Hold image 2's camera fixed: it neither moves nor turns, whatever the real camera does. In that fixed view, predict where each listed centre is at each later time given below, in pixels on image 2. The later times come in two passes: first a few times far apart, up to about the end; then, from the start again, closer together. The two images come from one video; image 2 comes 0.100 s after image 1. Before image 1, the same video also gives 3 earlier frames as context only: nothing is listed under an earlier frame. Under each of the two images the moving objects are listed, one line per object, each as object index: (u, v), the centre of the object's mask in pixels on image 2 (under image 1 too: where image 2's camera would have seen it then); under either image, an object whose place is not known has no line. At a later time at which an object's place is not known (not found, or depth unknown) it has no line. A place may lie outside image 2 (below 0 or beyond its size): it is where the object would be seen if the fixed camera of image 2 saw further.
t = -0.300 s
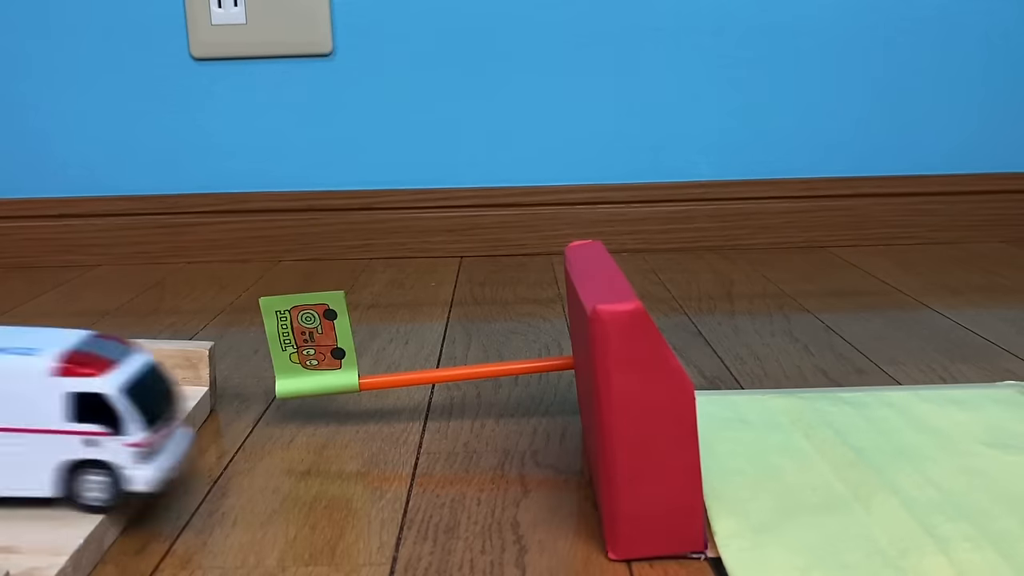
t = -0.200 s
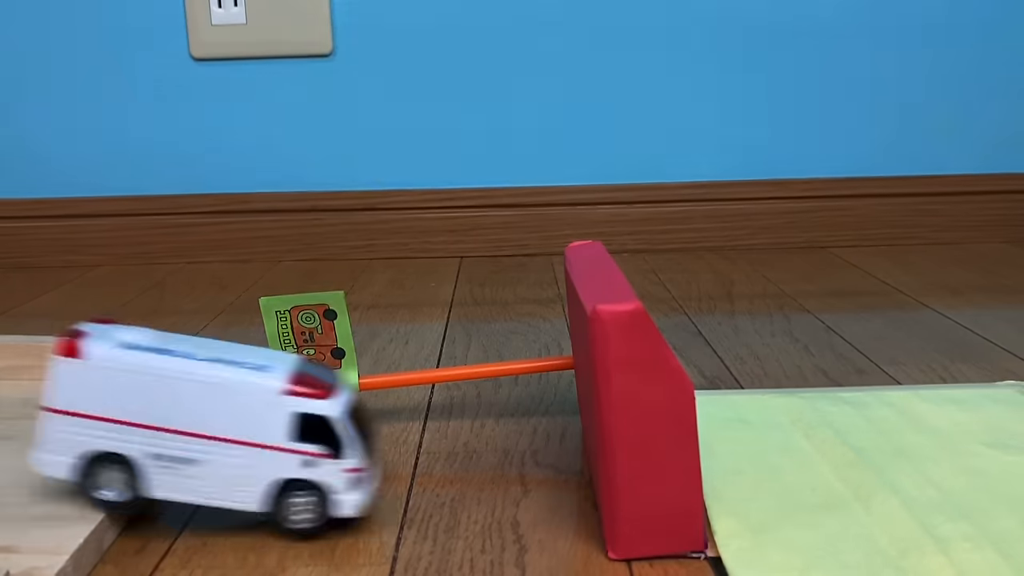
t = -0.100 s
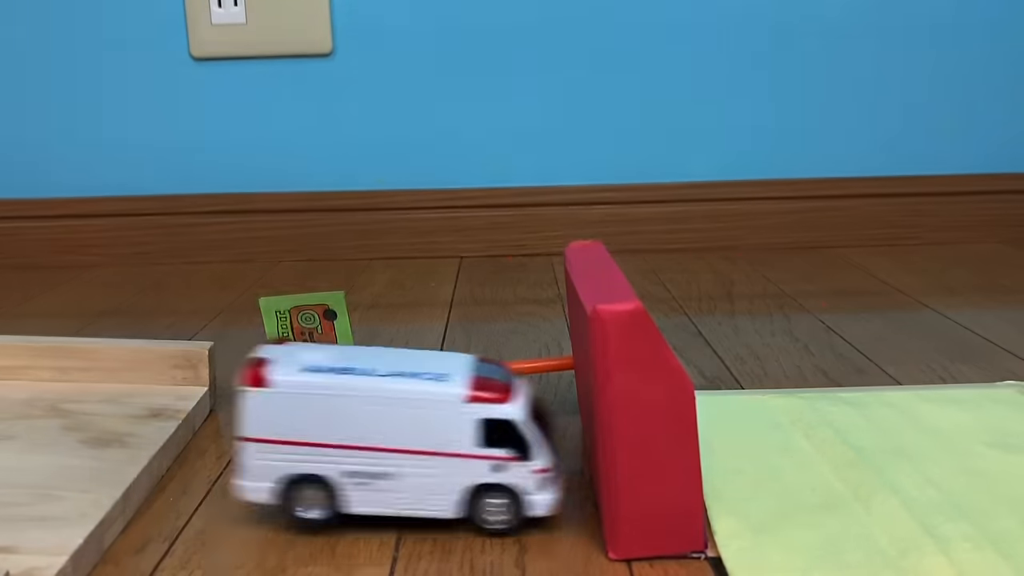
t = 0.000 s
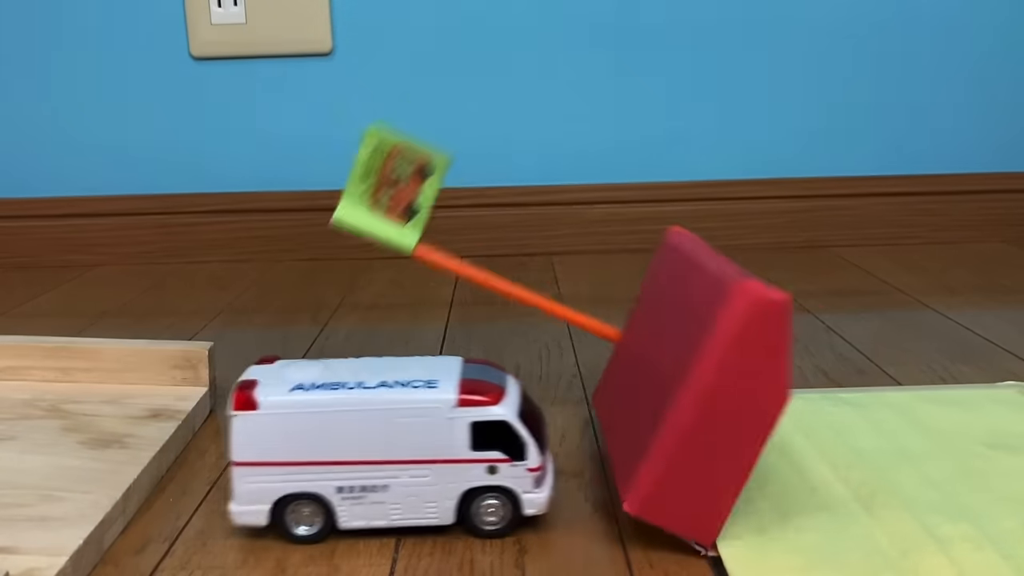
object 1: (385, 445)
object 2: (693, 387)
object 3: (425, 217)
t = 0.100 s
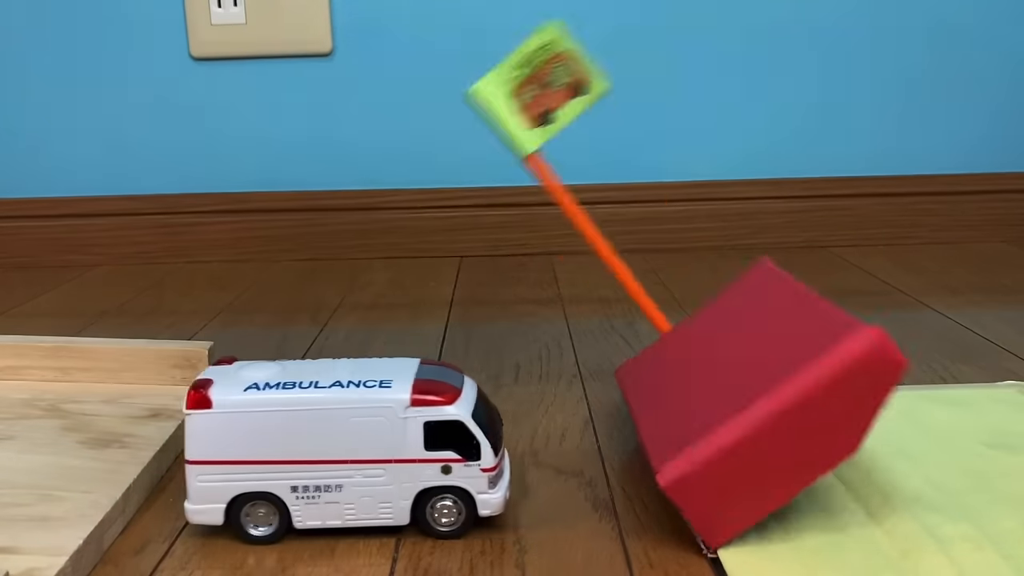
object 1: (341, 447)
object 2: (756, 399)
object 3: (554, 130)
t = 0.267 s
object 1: (357, 446)
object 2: (800, 448)
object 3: (759, 122)
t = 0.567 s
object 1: (381, 446)
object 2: (796, 439)
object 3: (725, 110)
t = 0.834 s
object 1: (381, 446)
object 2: (796, 437)
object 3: (717, 107)
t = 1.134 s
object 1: (381, 446)
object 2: (798, 441)
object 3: (730, 109)
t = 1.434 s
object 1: (381, 446)
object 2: (797, 440)
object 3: (726, 110)
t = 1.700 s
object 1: (381, 446)
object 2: (798, 441)
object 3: (728, 111)
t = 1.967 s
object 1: (381, 446)
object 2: (798, 441)
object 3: (729, 111)
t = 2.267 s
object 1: (381, 446)
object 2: (798, 441)
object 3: (729, 111)
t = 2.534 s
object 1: (381, 446)
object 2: (798, 441)
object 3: (728, 112)
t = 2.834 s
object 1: (381, 446)
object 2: (798, 441)
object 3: (729, 112)
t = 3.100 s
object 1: (381, 446)
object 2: (798, 441)
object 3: (729, 111)
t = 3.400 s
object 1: (381, 446)
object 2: (798, 441)
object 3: (729, 112)
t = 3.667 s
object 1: (381, 446)
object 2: (798, 441)
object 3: (729, 112)
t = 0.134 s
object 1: (339, 446)
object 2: (775, 410)
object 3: (608, 115)
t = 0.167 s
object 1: (341, 446)
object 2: (790, 427)
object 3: (669, 107)
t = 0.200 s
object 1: (346, 447)
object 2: (800, 446)
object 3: (733, 115)
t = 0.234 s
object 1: (352, 446)
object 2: (803, 454)
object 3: (777, 123)
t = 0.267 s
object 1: (357, 446)
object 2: (800, 448)
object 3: (759, 122)
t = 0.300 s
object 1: (362, 446)
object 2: (794, 435)
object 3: (716, 110)
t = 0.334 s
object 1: (367, 446)
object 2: (789, 427)
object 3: (683, 105)
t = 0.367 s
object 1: (371, 446)
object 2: (788, 424)
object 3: (669, 106)
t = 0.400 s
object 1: (373, 446)
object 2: (790, 427)
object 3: (677, 106)
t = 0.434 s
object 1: (376, 446)
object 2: (794, 435)
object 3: (701, 106)
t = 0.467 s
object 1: (377, 446)
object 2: (799, 444)
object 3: (733, 110)
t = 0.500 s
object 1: (379, 446)
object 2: (801, 447)
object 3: (752, 115)
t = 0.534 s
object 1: (380, 446)
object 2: (799, 445)
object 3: (746, 115)
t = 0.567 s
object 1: (381, 446)
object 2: (796, 439)
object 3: (725, 110)
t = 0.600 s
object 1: (381, 446)
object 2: (794, 434)
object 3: (707, 108)
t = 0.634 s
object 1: (381, 446)
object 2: (794, 434)
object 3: (702, 107)
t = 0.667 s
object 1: (381, 446)
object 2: (796, 437)
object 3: (712, 107)
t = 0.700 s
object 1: (381, 446)
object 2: (798, 442)
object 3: (729, 109)
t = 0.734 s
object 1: (381, 446)
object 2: (799, 444)
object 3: (740, 113)
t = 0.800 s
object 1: (381, 446)
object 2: (797, 440)
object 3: (726, 110)
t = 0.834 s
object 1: (381, 446)
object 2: (796, 437)
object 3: (717, 107)
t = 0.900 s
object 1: (381, 446)
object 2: (797, 440)
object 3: (724, 108)
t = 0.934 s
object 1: (381, 446)
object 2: (798, 442)
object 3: (732, 110)
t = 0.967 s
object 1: (381, 446)
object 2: (798, 442)
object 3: (735, 110)
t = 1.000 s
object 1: (381, 446)
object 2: (798, 441)
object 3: (730, 109)
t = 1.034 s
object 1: (381, 446)
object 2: (796, 439)
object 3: (724, 108)
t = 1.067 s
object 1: (381, 446)
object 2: (796, 439)
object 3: (721, 109)
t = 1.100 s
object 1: (381, 446)
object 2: (797, 440)
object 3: (724, 108)
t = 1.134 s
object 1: (381, 446)
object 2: (798, 441)
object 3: (730, 109)
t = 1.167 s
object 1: (381, 446)
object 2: (798, 442)
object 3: (732, 109)
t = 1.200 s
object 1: (381, 446)
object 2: (798, 441)
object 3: (730, 108)
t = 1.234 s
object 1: (381, 446)
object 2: (797, 440)
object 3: (725, 110)
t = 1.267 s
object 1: (381, 446)
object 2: (797, 440)
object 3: (724, 110)
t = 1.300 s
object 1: (381, 446)
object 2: (797, 440)
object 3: (726, 108)
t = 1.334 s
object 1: (381, 446)
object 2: (798, 441)
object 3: (729, 110)
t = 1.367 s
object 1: (381, 446)
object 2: (798, 441)
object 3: (731, 108)
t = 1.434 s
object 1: (381, 446)
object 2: (797, 440)
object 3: (726, 110)
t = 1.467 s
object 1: (381, 446)
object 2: (797, 440)
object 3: (725, 110)
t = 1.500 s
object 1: (381, 446)
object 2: (797, 440)
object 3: (727, 110)
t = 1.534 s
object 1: (381, 446)
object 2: (798, 441)
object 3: (729, 111)
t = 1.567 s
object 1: (381, 446)
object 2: (798, 441)
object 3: (730, 109)
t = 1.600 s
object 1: (381, 446)
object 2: (797, 441)
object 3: (729, 109)
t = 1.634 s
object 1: (381, 446)
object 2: (797, 440)
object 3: (727, 110)
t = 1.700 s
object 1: (381, 446)
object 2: (798, 441)
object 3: (728, 111)
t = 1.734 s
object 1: (381, 446)
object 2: (798, 441)
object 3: (729, 111)
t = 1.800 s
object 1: (381, 446)
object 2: (798, 441)
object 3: (728, 111)
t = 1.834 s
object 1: (381, 446)
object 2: (797, 440)
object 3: (727, 111)
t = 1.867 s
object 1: (381, 446)
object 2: (797, 441)
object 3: (727, 110)
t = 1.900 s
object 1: (381, 446)
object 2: (798, 441)
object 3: (729, 111)
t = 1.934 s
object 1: (381, 446)
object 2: (798, 441)
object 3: (729, 111)
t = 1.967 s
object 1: (381, 446)
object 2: (798, 441)
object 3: (729, 111)
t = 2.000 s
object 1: (381, 446)
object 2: (797, 441)
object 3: (728, 111)
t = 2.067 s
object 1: (381, 446)
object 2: (798, 441)
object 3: (728, 111)
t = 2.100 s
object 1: (381, 446)
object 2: (798, 441)
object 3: (729, 111)
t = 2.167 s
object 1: (381, 446)
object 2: (798, 441)
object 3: (728, 111)
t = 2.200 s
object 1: (381, 446)
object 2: (798, 441)
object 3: (728, 111)
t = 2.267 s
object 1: (381, 446)
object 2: (798, 441)
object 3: (729, 111)
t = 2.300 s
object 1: (381, 446)
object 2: (798, 441)
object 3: (729, 111)
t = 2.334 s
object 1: (381, 446)
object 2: (798, 441)
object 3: (729, 111)
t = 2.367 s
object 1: (381, 446)
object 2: (798, 441)
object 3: (728, 111)
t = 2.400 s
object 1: (381, 446)
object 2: (798, 441)
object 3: (728, 111)
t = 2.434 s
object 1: (381, 446)
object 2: (798, 441)
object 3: (728, 111)
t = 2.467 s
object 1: (381, 446)
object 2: (798, 441)
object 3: (729, 112)
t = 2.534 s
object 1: (381, 446)
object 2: (798, 441)
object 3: (728, 112)
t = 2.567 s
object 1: (381, 446)
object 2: (798, 441)
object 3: (728, 111)
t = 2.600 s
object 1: (381, 446)
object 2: (798, 441)
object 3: (728, 112)
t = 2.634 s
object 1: (381, 446)
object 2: (798, 441)
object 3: (729, 112)
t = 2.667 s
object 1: (381, 446)
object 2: (798, 441)
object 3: (729, 111)
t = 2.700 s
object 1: (381, 446)
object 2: (798, 441)
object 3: (729, 112)
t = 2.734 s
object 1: (381, 446)
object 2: (798, 441)
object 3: (728, 111)
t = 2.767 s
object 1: (381, 446)
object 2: (798, 441)
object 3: (728, 111)
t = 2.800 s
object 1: (381, 446)
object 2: (798, 441)
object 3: (729, 111)
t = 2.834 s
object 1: (381, 446)
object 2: (798, 441)
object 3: (729, 112)
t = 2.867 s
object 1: (381, 446)
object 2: (798, 441)
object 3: (729, 112)
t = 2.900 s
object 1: (381, 446)
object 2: (798, 441)
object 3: (729, 111)
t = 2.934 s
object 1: (381, 446)
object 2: (798, 441)
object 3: (728, 112)
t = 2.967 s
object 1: (381, 446)
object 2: (798, 441)
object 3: (728, 112)
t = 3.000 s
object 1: (381, 446)
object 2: (798, 441)
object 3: (729, 112)
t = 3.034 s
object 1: (381, 446)
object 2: (798, 441)
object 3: (729, 112)
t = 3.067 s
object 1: (381, 446)
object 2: (798, 441)
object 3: (729, 111)
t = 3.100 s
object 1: (381, 446)
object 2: (798, 441)
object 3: (729, 111)
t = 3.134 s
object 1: (381, 446)
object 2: (798, 441)
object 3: (729, 112)
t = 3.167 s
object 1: (381, 446)
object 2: (798, 441)
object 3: (729, 112)
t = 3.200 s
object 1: (381, 446)
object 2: (798, 441)
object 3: (729, 112)
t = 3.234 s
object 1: (381, 446)
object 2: (798, 441)
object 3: (729, 112)
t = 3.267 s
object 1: (381, 446)
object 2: (798, 441)
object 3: (729, 111)
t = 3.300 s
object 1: (381, 446)
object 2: (798, 441)
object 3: (729, 111)
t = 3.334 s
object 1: (381, 446)
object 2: (798, 441)
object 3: (729, 112)
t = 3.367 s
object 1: (381, 446)
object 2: (798, 441)
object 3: (729, 112)
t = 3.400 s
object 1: (381, 446)
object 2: (798, 441)
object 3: (729, 112)
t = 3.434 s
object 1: (381, 446)
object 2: (798, 441)
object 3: (729, 112)
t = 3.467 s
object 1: (381, 446)
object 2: (798, 441)
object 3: (729, 111)
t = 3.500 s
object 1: (381, 446)
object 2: (798, 441)
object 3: (729, 112)
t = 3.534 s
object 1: (381, 446)
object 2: (798, 441)
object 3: (729, 112)
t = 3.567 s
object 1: (381, 446)
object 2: (798, 441)
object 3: (729, 112)
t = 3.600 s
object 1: (381, 446)
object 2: (798, 441)
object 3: (729, 112)
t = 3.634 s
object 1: (381, 446)
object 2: (798, 441)
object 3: (729, 112)
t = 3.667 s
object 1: (381, 446)
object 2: (798, 441)
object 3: (729, 112)
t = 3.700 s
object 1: (381, 446)
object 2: (798, 441)
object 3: (729, 112)
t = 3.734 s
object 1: (381, 446)
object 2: (798, 441)
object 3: (729, 112)
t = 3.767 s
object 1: (381, 446)
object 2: (798, 441)
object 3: (729, 112)
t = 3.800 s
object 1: (381, 446)
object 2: (798, 441)
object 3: (729, 112)
